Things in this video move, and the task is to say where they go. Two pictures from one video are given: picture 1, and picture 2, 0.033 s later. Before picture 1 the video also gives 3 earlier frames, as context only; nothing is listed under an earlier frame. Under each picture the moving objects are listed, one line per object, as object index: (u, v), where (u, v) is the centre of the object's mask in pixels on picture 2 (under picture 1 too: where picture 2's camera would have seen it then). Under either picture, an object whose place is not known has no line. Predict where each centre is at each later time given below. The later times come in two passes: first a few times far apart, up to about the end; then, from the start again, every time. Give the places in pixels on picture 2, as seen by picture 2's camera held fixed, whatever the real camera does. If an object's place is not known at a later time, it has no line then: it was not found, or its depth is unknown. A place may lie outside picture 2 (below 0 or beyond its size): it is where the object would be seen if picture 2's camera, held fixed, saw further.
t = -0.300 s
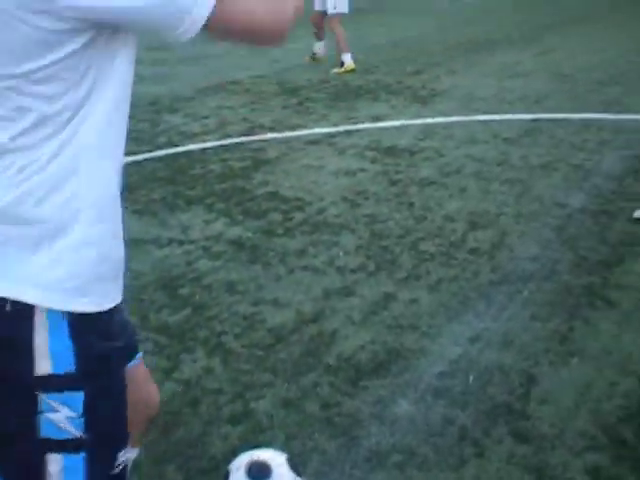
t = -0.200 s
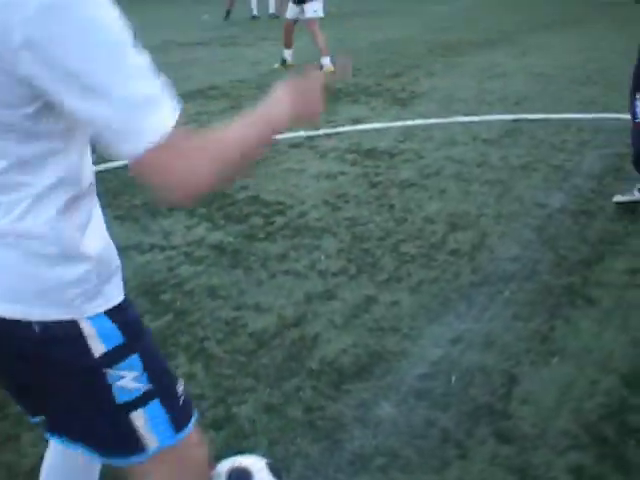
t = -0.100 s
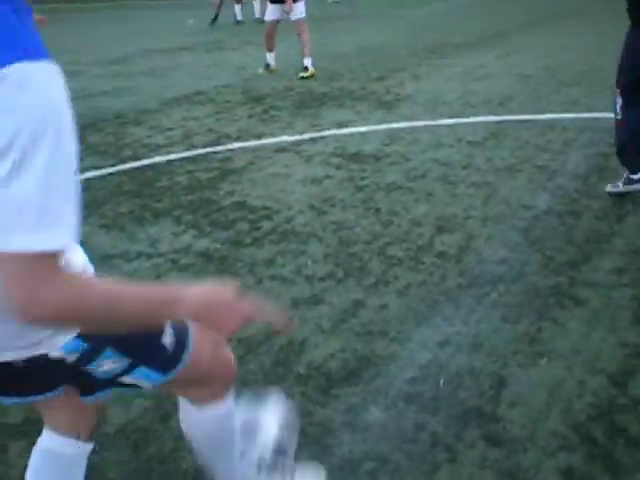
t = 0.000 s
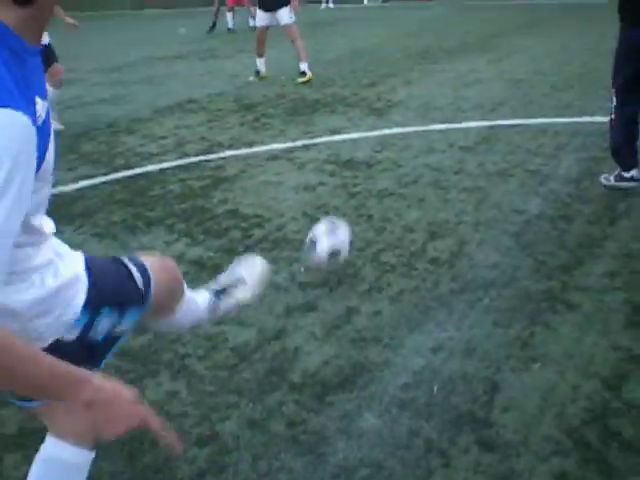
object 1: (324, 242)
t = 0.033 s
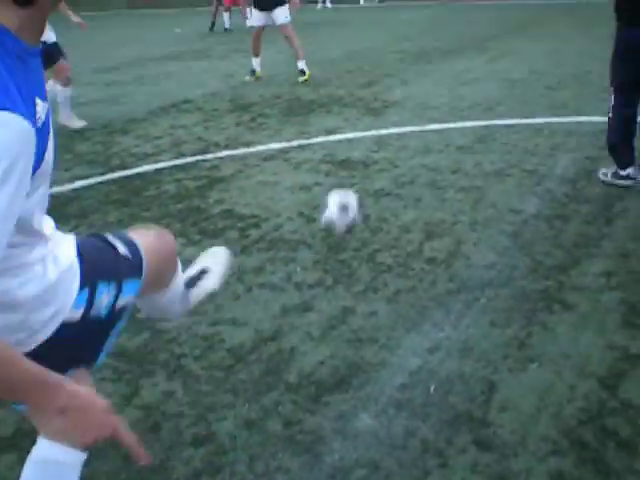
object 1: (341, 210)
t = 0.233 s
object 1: (385, 112)
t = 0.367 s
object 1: (398, 80)
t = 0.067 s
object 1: (353, 187)
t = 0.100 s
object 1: (362, 166)
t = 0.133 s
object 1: (369, 145)
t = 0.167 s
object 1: (375, 131)
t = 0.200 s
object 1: (381, 120)
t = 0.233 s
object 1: (385, 112)
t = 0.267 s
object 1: (389, 99)
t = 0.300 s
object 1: (393, 89)
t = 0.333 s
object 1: (395, 83)
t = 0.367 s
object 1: (398, 80)
